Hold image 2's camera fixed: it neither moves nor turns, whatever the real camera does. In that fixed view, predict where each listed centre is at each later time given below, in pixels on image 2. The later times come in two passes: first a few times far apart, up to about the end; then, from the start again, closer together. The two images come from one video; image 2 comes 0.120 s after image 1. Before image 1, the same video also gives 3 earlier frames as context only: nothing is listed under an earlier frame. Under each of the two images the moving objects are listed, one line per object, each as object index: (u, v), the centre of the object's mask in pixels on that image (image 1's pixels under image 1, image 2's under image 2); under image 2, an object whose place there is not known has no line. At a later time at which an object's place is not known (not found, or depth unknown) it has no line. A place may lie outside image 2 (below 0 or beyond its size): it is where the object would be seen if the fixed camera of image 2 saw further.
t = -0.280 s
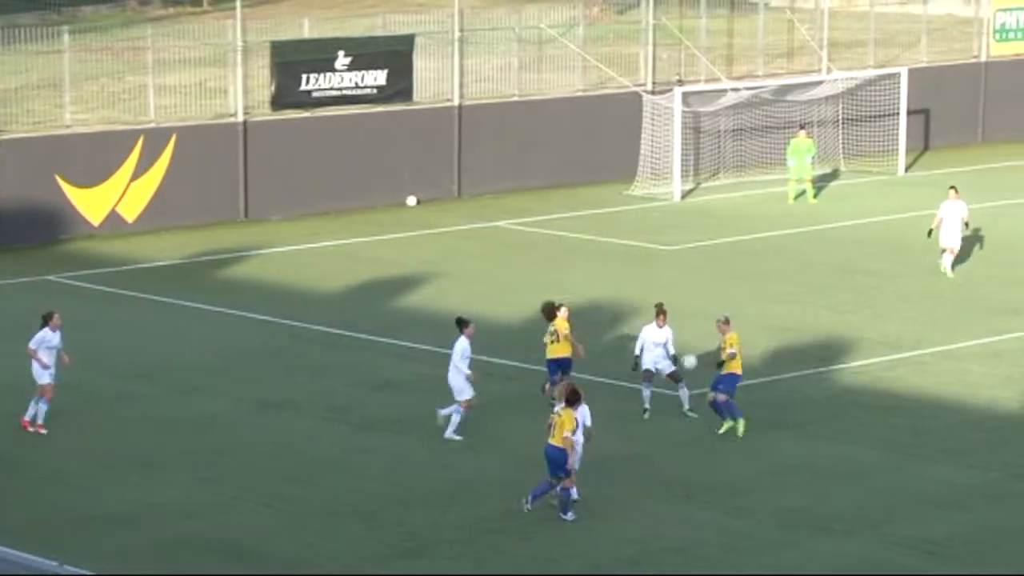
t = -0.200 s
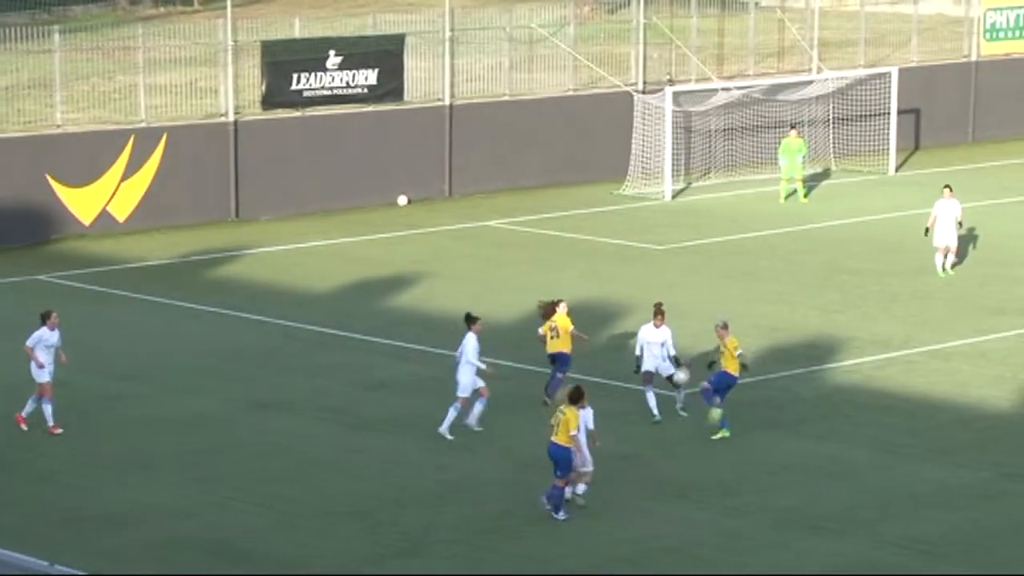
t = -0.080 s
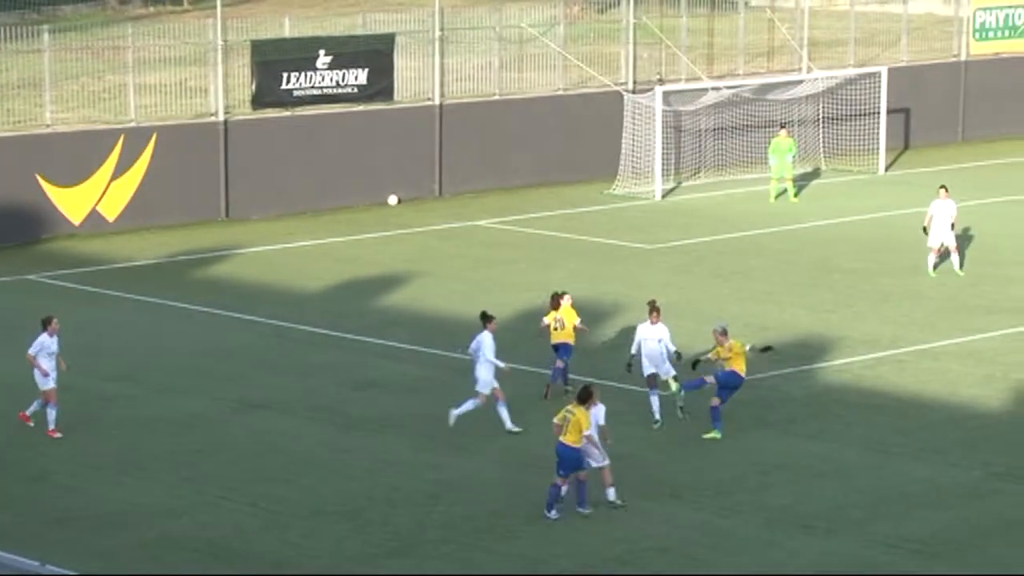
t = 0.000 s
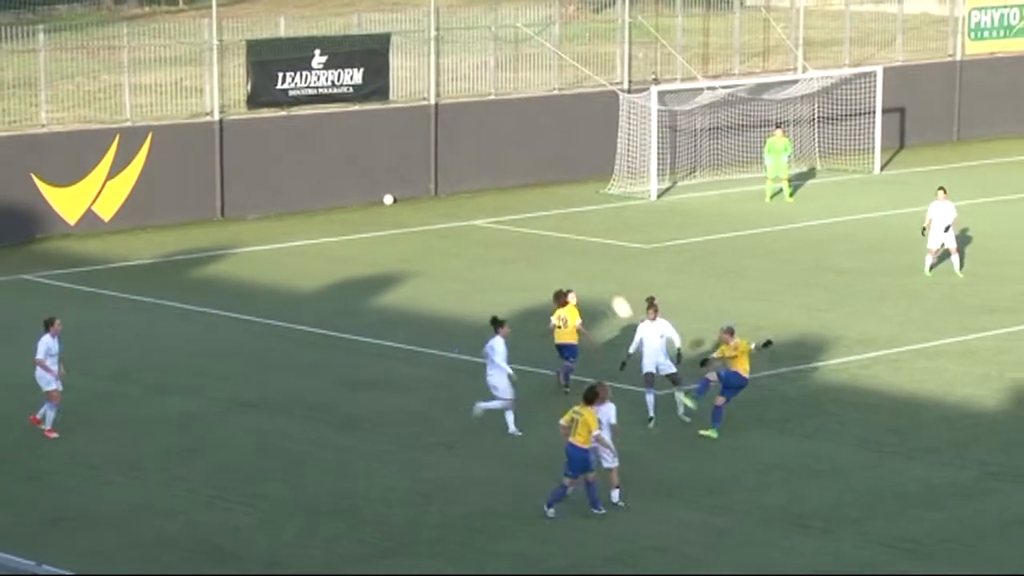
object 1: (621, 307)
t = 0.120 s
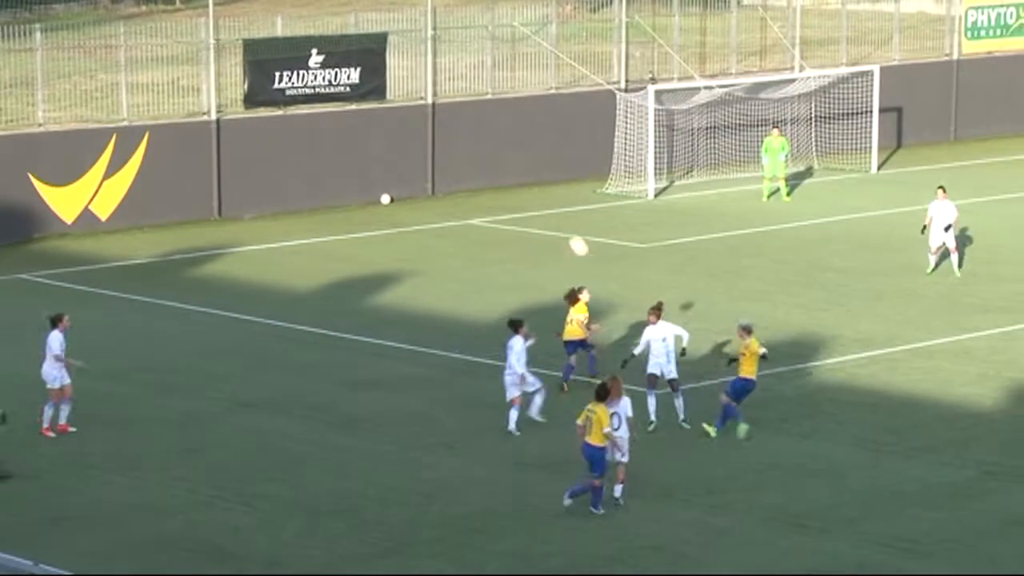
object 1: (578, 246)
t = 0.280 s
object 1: (527, 186)
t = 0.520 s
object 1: (455, 130)
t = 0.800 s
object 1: (377, 118)
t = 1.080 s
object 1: (308, 155)
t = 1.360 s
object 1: (249, 234)
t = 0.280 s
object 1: (527, 186)
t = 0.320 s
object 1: (514, 174)
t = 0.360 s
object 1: (502, 163)
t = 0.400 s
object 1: (490, 153)
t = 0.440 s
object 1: (478, 144)
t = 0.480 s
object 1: (466, 136)
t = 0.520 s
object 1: (455, 130)
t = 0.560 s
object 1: (443, 126)
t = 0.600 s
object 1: (431, 121)
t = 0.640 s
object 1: (420, 119)
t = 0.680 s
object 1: (409, 117)
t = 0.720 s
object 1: (399, 116)
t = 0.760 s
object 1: (388, 116)
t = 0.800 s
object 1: (377, 118)
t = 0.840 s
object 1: (367, 120)
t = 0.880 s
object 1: (357, 124)
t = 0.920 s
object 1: (347, 129)
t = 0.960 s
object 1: (337, 134)
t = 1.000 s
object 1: (327, 140)
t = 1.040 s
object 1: (317, 147)
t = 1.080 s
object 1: (308, 155)
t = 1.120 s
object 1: (299, 164)
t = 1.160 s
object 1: (290, 174)
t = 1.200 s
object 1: (282, 184)
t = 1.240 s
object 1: (273, 196)
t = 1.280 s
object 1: (265, 208)
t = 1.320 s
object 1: (257, 220)
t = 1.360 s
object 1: (249, 234)
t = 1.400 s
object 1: (240, 248)
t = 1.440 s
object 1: (233, 263)
